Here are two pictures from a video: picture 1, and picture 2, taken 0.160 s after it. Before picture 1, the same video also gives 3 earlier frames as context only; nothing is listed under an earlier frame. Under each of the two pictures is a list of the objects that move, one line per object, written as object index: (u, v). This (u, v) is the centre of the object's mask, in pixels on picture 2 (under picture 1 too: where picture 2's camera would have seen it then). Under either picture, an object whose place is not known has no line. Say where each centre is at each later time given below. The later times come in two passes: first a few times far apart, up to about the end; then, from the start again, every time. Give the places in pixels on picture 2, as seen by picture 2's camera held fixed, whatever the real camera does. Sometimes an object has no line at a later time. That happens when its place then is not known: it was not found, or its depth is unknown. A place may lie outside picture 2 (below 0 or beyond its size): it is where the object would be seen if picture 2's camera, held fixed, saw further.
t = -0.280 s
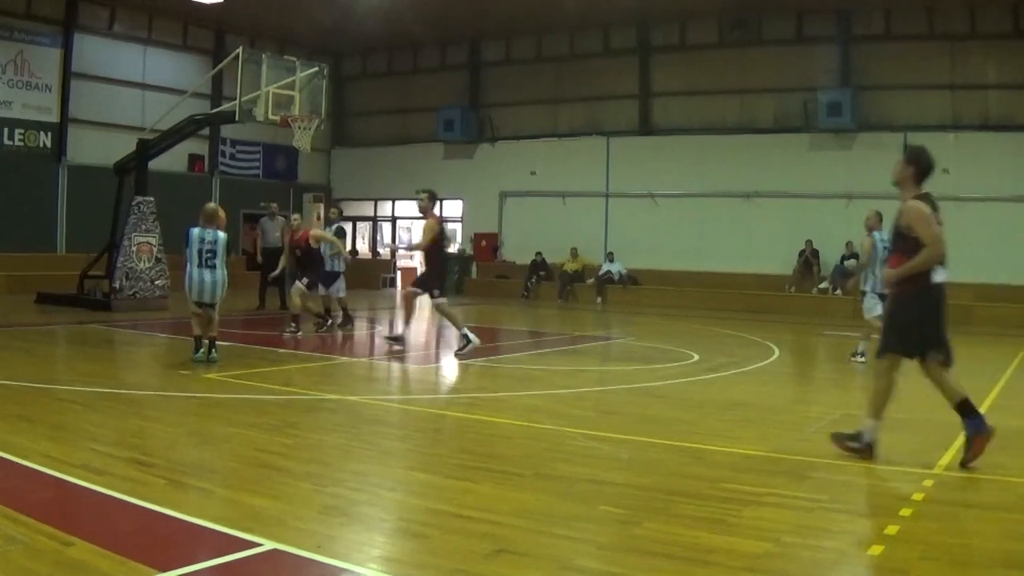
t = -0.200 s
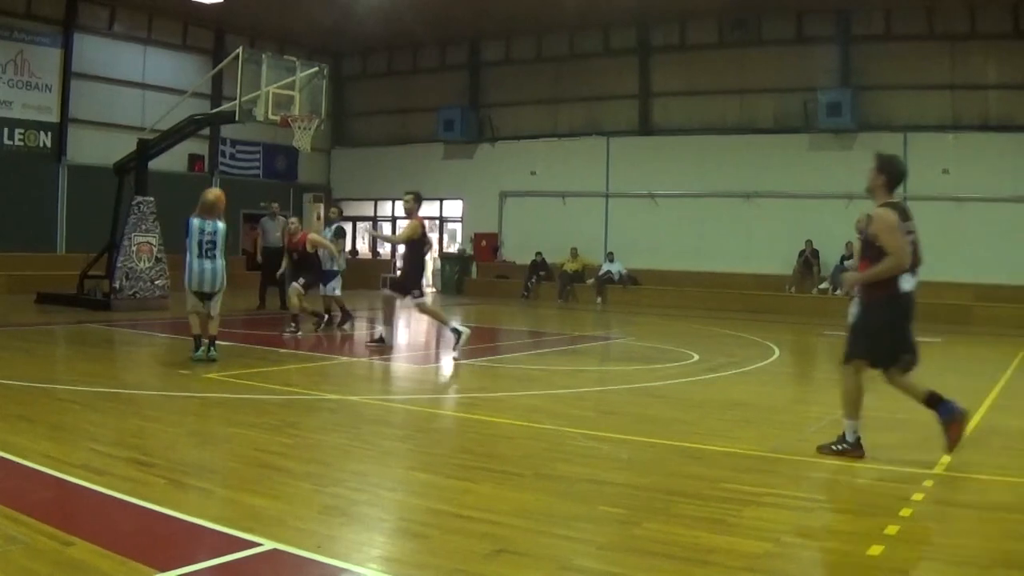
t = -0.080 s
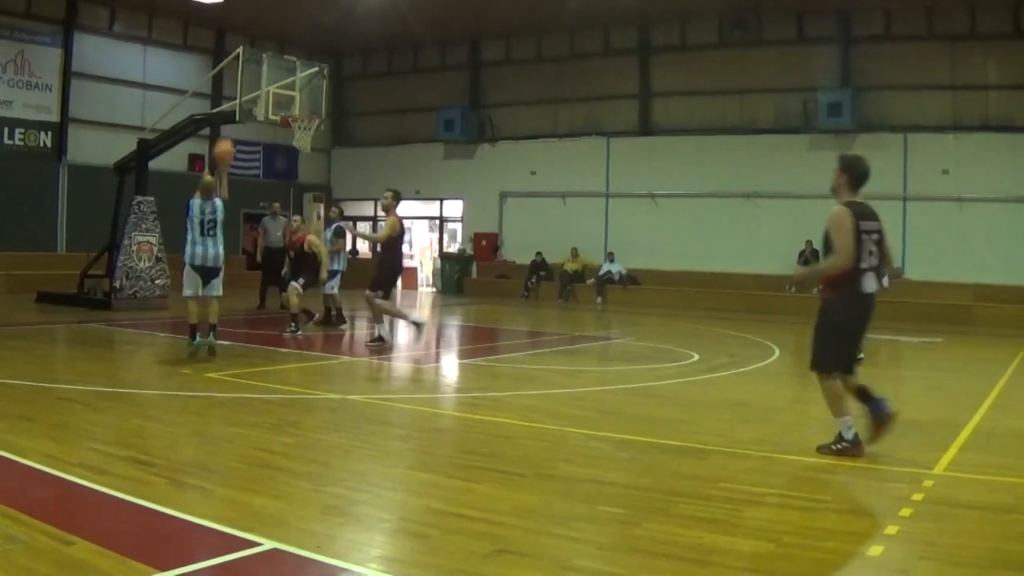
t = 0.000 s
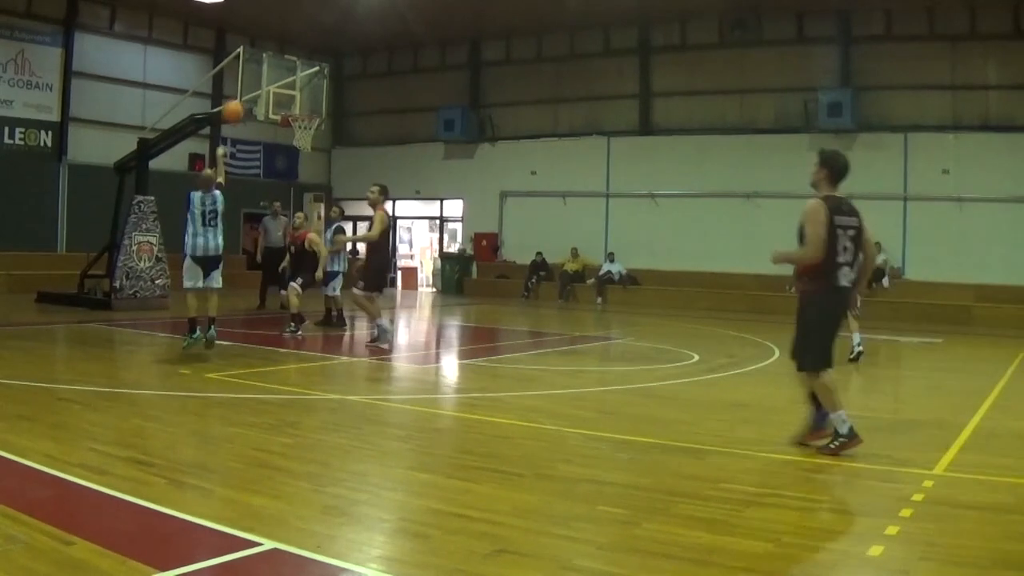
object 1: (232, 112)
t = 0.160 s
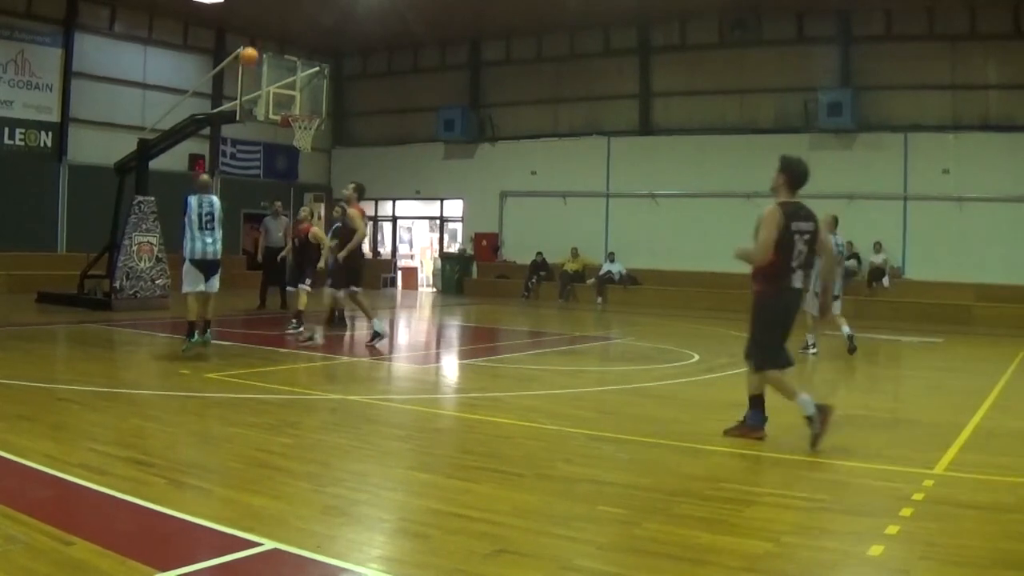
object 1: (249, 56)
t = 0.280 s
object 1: (257, 35)
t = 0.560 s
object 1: (276, 29)
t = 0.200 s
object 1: (252, 49)
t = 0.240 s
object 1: (254, 41)
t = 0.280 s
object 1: (257, 35)
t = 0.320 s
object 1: (260, 30)
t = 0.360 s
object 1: (263, 27)
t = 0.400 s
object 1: (266, 25)
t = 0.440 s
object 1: (269, 24)
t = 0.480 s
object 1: (271, 25)
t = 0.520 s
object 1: (273, 27)
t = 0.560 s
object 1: (276, 29)
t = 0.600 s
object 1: (278, 33)
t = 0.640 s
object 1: (279, 38)
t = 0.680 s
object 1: (282, 43)
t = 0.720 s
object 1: (283, 49)
